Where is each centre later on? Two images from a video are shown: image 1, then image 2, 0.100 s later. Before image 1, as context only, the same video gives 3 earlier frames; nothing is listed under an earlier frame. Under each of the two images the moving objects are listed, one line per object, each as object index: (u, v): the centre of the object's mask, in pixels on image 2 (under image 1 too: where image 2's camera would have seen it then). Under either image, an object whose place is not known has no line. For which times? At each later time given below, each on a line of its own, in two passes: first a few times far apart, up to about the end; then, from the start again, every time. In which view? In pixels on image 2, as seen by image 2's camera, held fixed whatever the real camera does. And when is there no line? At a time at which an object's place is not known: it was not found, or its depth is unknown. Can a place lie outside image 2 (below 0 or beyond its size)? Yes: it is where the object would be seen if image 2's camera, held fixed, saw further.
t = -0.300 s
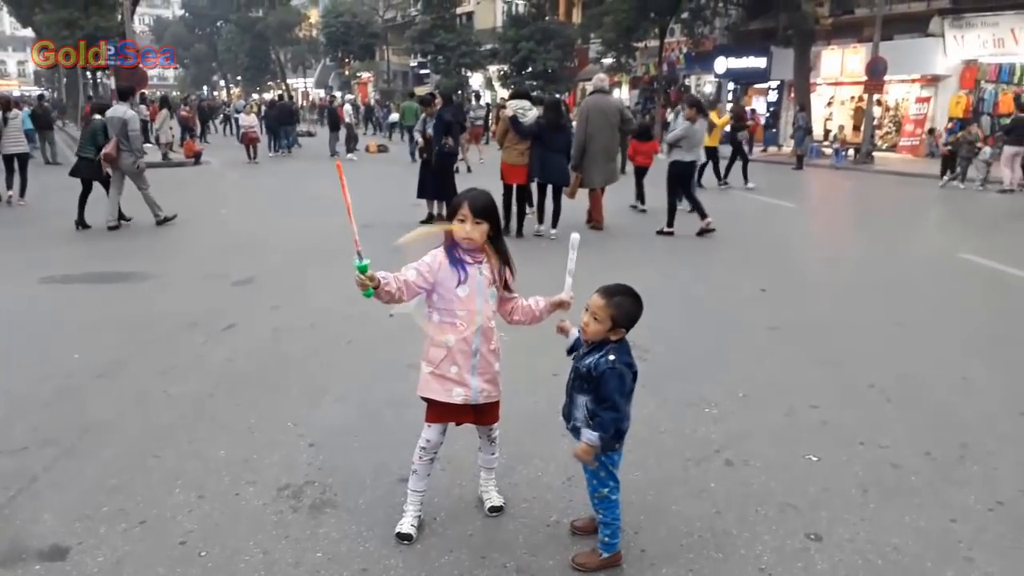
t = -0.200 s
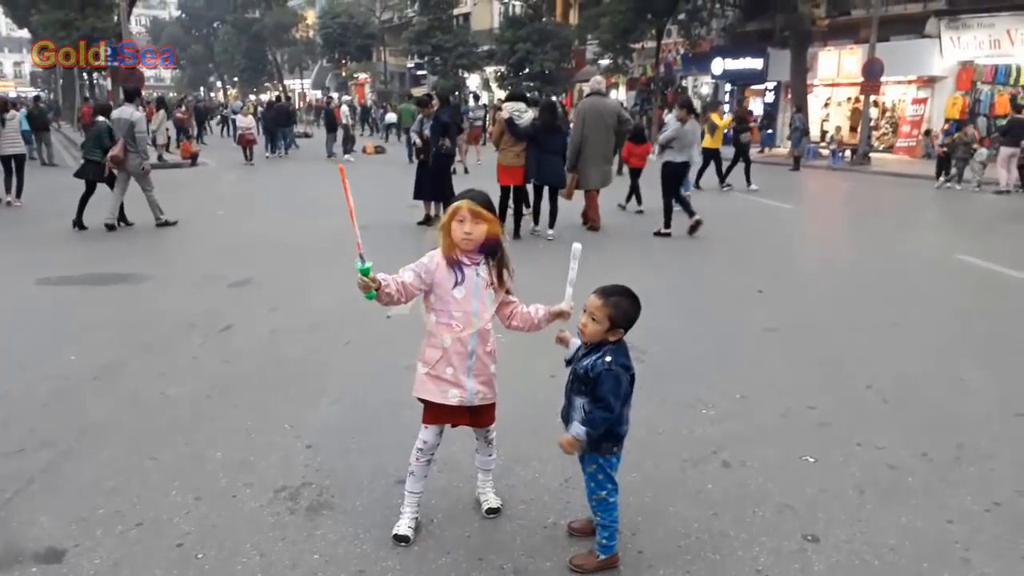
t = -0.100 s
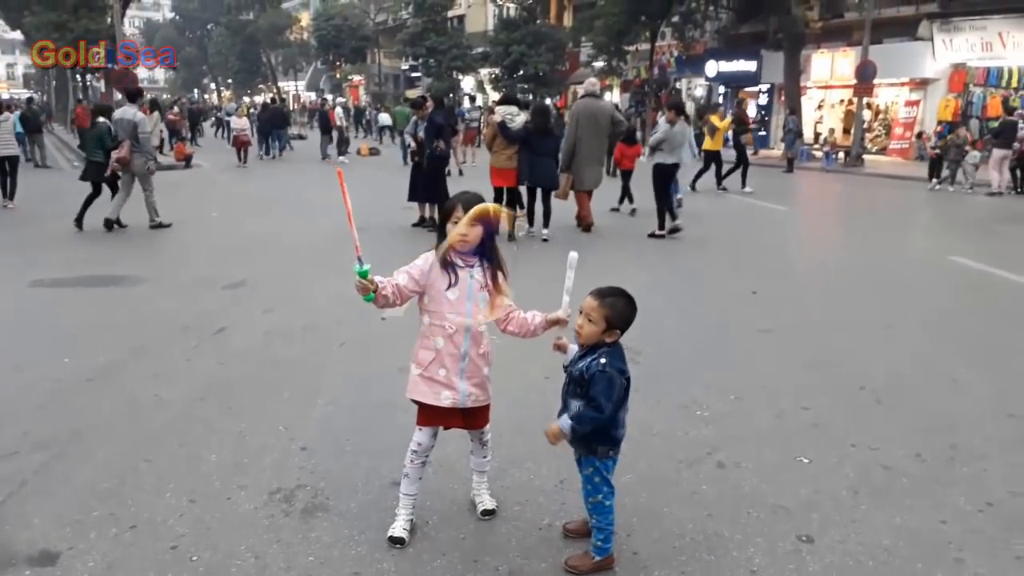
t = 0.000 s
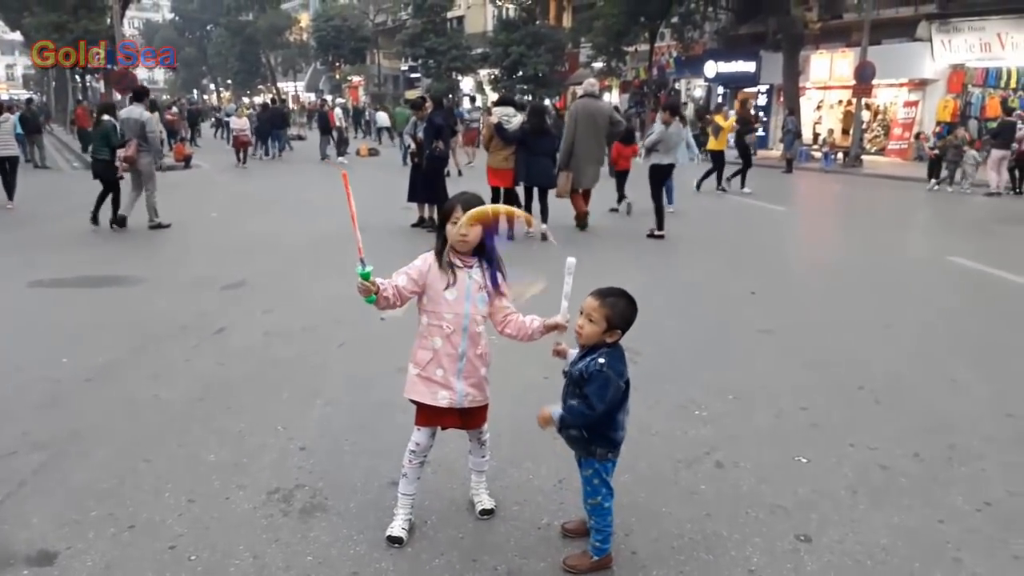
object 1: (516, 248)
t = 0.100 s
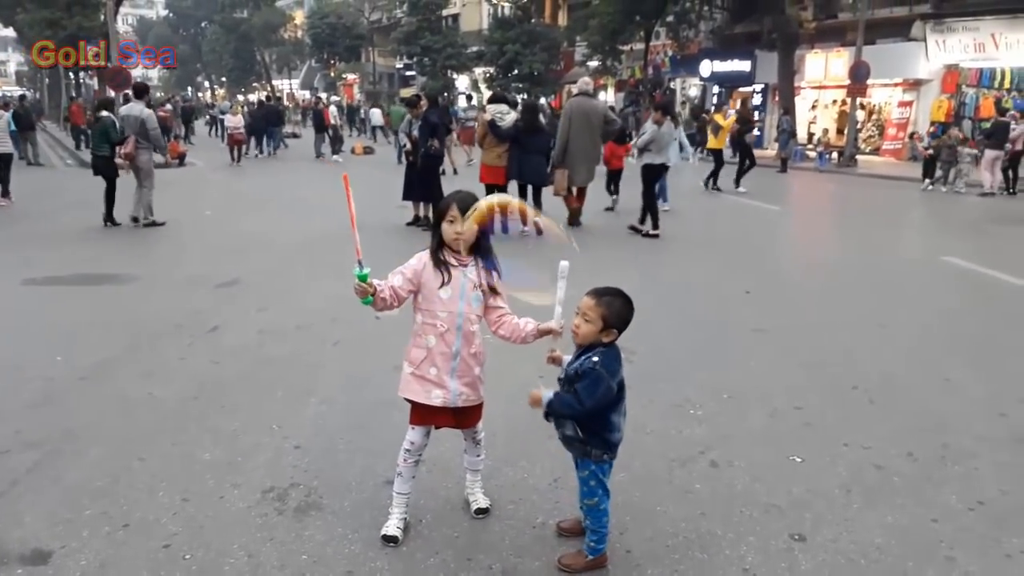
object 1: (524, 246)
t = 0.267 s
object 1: (554, 236)
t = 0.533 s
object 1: (621, 223)
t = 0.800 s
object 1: (690, 215)
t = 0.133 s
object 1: (529, 247)
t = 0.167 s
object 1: (538, 244)
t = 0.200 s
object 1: (543, 241)
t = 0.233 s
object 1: (546, 237)
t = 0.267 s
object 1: (554, 236)
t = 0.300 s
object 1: (563, 233)
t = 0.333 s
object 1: (572, 231)
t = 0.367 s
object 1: (580, 231)
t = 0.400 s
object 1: (589, 229)
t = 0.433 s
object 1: (596, 227)
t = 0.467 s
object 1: (603, 226)
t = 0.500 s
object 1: (614, 224)
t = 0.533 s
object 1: (621, 223)
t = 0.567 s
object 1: (630, 222)
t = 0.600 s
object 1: (639, 222)
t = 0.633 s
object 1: (649, 221)
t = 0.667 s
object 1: (659, 222)
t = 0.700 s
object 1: (670, 223)
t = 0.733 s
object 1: (673, 219)
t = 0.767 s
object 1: (682, 217)
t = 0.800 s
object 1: (690, 215)
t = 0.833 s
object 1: (699, 213)
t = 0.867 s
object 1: (709, 212)
